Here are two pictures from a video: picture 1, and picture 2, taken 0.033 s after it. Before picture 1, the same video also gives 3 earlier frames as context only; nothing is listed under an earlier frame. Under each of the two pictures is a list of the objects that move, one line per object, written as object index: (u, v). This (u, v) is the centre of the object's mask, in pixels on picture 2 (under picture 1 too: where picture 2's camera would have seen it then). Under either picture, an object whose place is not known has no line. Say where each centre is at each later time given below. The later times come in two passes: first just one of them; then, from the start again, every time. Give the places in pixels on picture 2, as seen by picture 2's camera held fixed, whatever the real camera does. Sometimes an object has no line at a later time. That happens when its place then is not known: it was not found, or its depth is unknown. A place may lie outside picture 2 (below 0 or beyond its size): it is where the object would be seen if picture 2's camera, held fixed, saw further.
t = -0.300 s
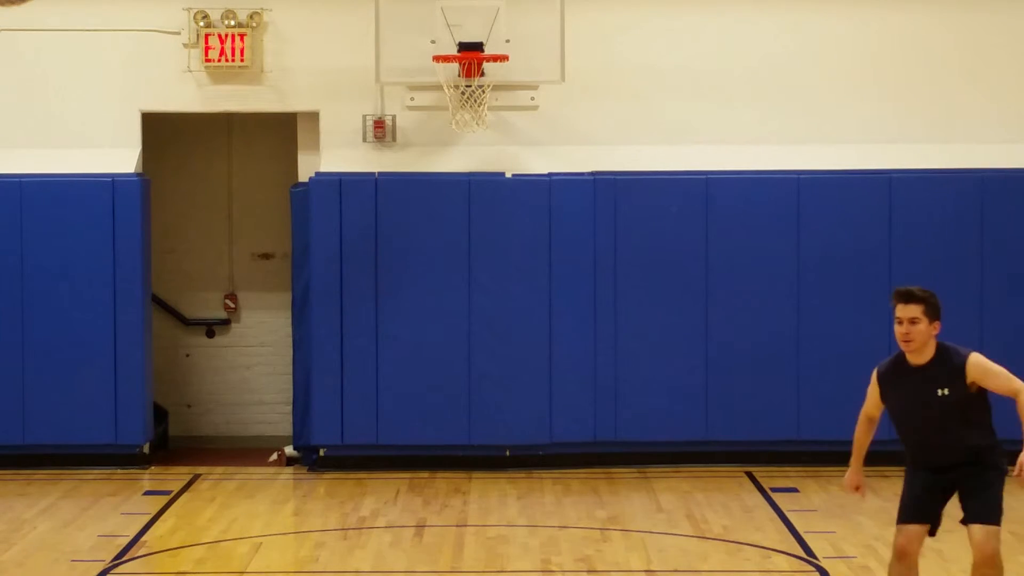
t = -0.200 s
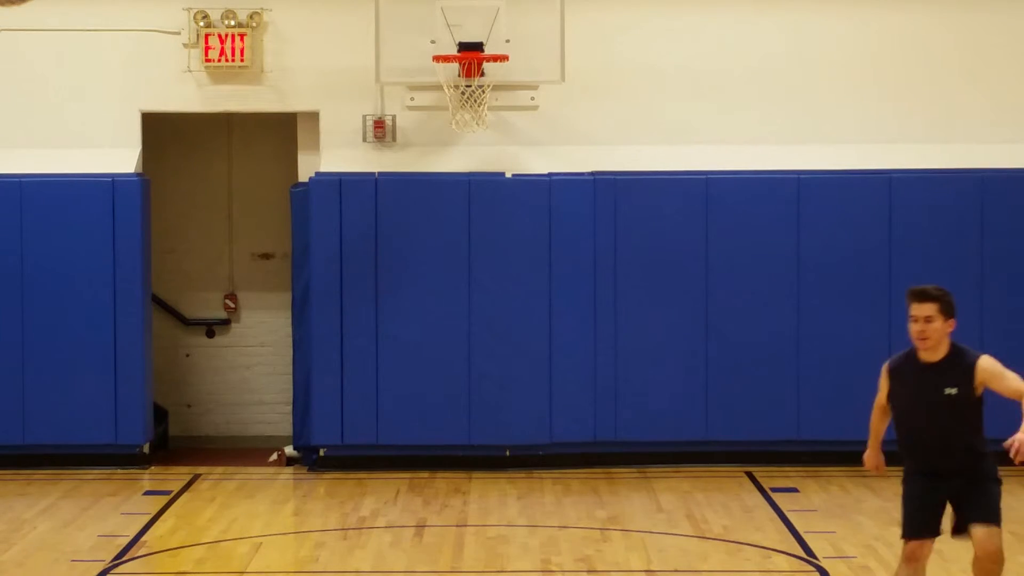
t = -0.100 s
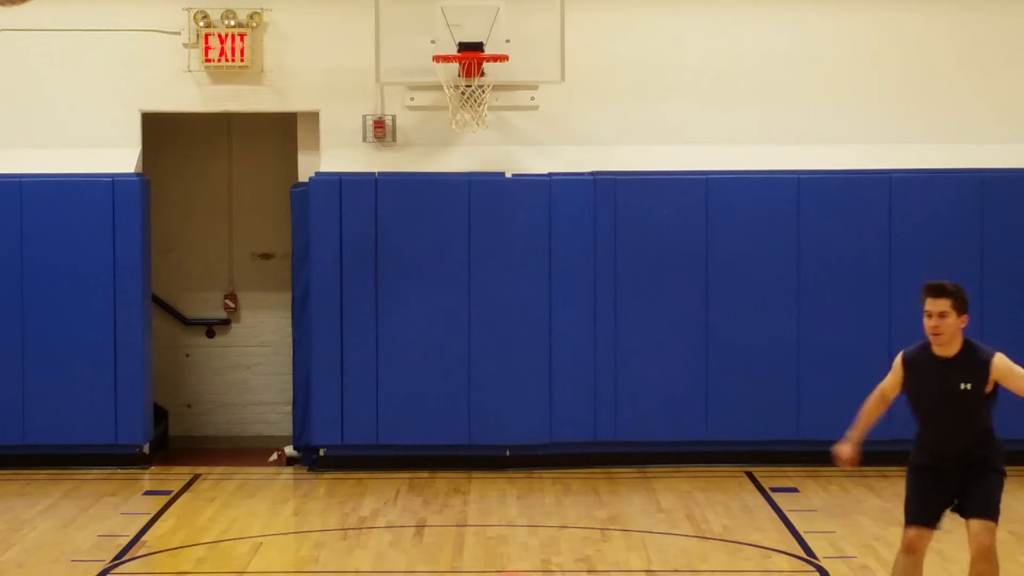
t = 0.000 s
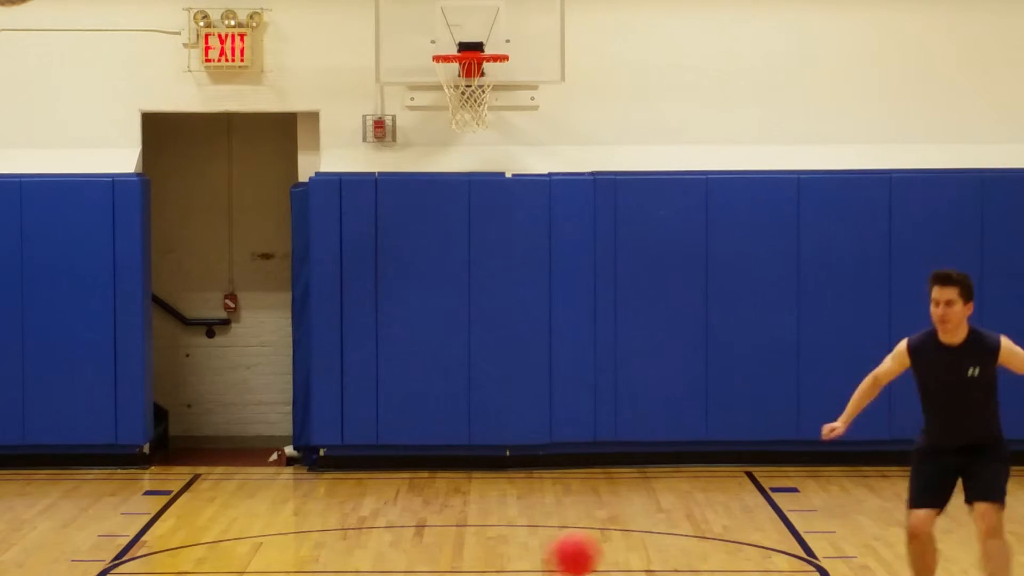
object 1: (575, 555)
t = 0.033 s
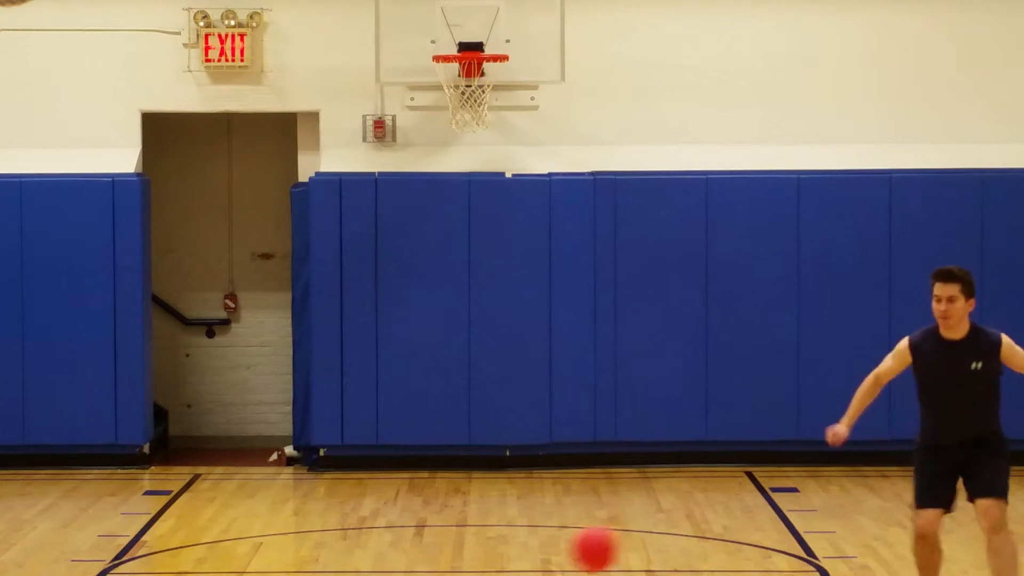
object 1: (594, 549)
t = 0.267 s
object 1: (726, 567)
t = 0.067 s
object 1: (614, 544)
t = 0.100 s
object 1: (635, 543)
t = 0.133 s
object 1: (654, 544)
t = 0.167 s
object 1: (673, 548)
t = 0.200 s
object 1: (691, 555)
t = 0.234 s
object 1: (708, 560)
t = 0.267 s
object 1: (726, 567)
